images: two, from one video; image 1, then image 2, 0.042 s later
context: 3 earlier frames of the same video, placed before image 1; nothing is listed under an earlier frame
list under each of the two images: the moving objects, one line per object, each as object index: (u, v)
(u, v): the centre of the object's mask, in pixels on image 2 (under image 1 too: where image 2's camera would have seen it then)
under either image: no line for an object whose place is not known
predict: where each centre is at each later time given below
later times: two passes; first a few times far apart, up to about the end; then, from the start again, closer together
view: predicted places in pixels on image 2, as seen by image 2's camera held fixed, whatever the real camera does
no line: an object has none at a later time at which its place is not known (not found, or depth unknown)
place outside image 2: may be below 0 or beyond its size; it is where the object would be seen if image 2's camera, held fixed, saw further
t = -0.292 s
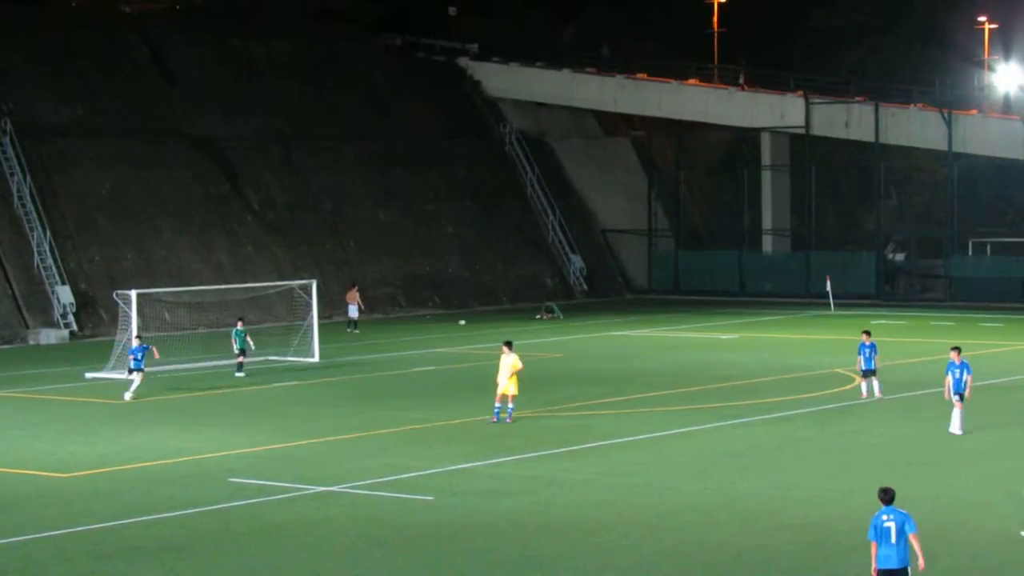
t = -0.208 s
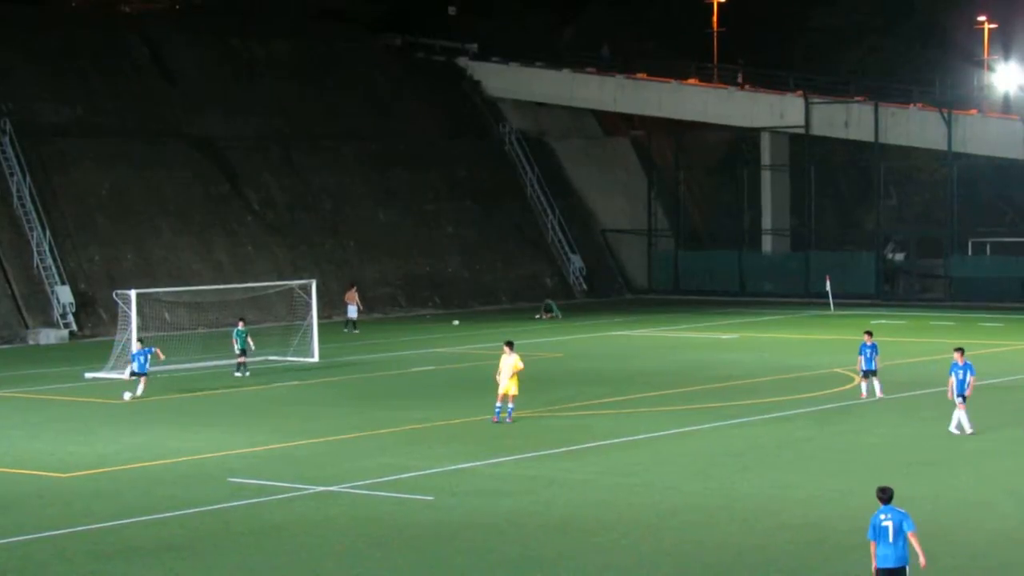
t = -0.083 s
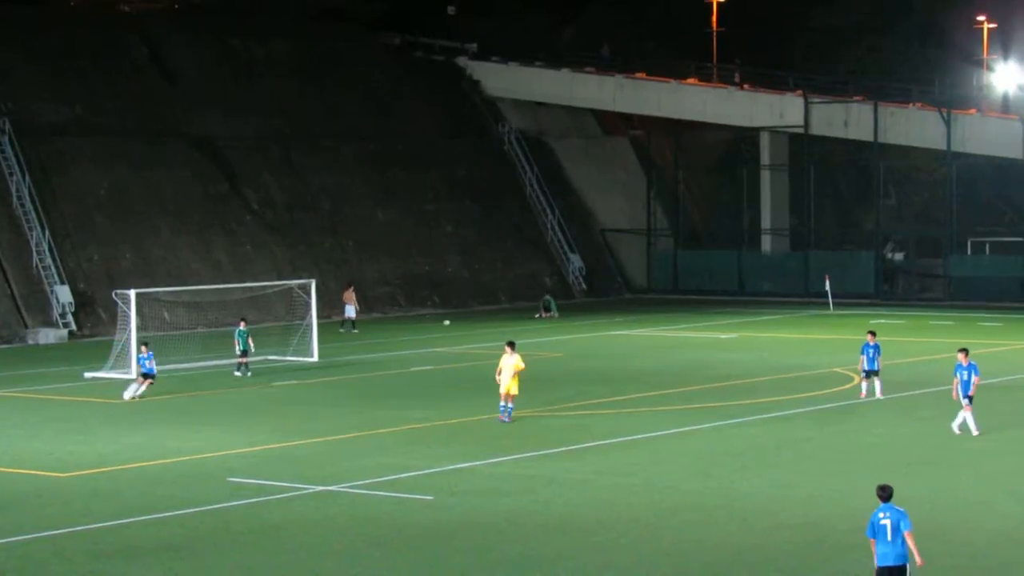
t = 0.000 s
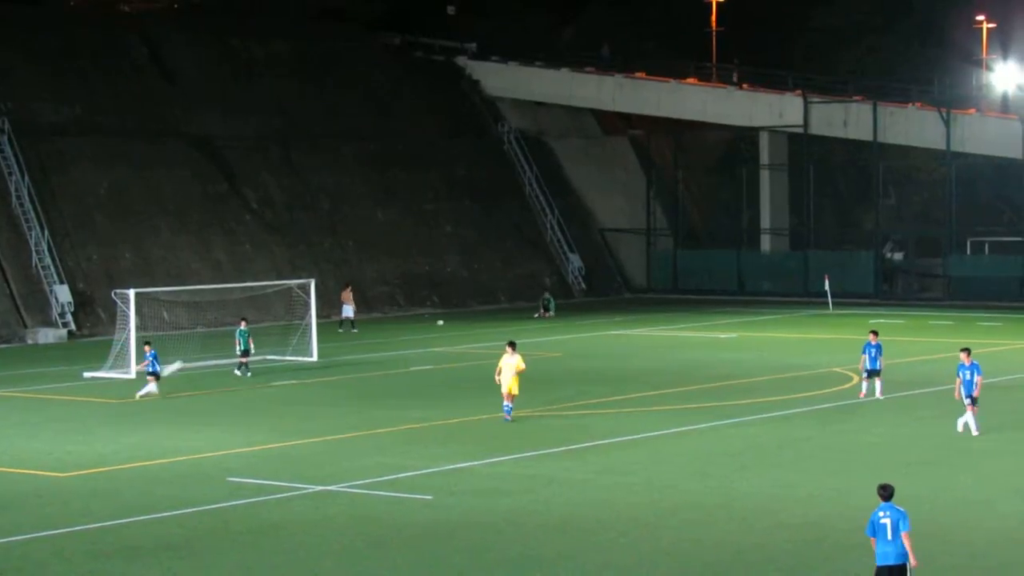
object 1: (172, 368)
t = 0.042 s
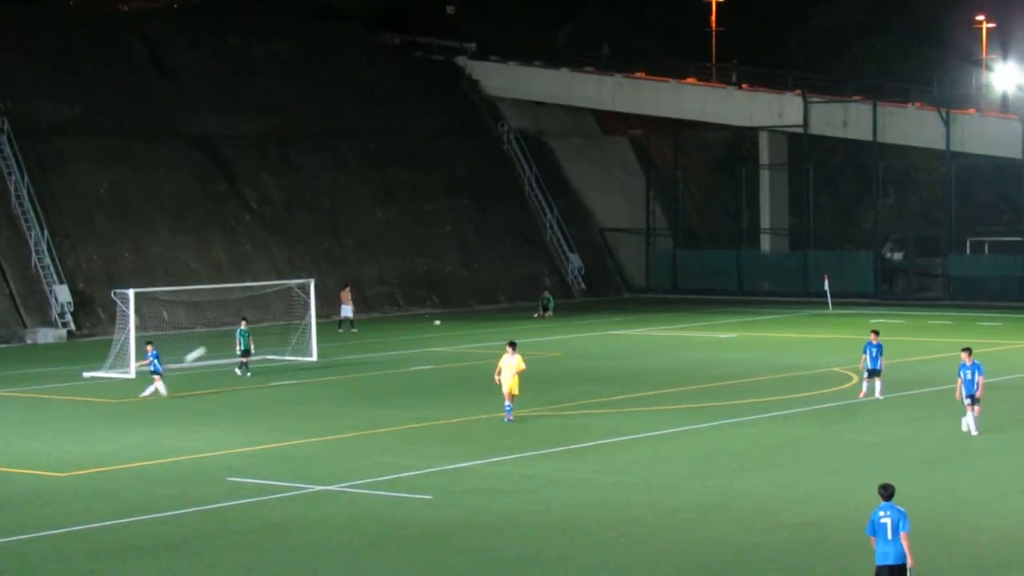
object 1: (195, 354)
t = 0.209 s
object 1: (291, 301)
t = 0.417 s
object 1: (414, 238)
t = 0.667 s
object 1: (570, 174)
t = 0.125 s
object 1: (243, 327)
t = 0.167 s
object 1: (267, 314)
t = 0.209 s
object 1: (291, 301)
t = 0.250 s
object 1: (316, 287)
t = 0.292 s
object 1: (338, 275)
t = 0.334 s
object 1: (364, 262)
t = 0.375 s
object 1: (389, 250)
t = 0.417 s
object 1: (414, 238)
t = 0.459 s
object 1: (439, 227)
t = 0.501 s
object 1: (465, 215)
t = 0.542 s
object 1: (491, 205)
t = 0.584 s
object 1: (518, 195)
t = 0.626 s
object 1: (543, 184)
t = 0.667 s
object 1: (570, 174)
